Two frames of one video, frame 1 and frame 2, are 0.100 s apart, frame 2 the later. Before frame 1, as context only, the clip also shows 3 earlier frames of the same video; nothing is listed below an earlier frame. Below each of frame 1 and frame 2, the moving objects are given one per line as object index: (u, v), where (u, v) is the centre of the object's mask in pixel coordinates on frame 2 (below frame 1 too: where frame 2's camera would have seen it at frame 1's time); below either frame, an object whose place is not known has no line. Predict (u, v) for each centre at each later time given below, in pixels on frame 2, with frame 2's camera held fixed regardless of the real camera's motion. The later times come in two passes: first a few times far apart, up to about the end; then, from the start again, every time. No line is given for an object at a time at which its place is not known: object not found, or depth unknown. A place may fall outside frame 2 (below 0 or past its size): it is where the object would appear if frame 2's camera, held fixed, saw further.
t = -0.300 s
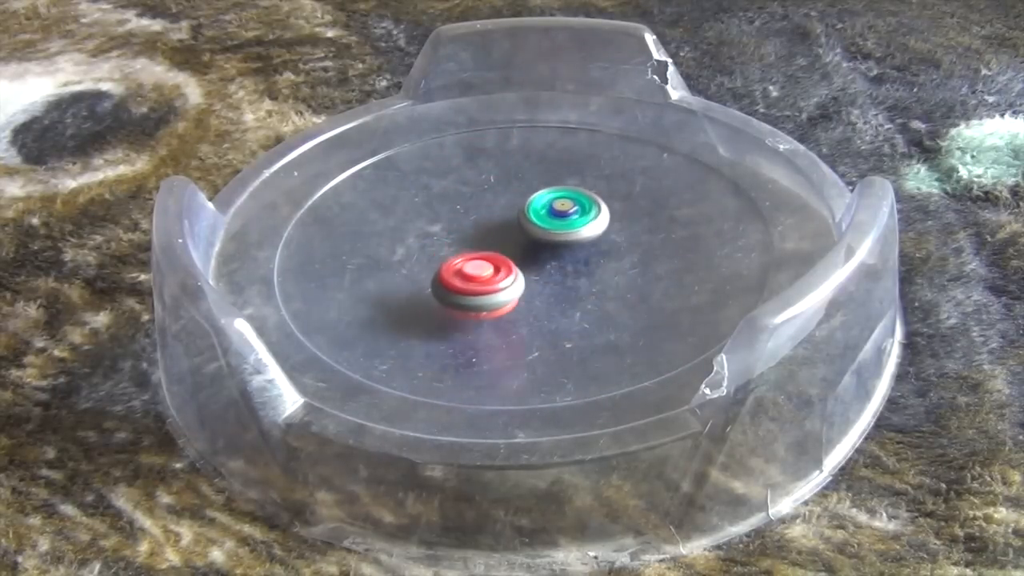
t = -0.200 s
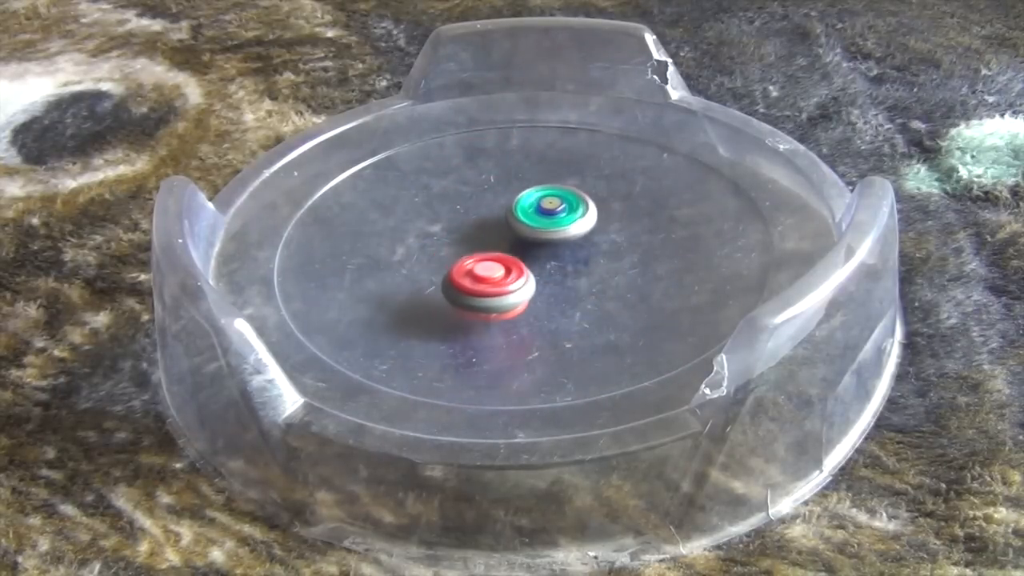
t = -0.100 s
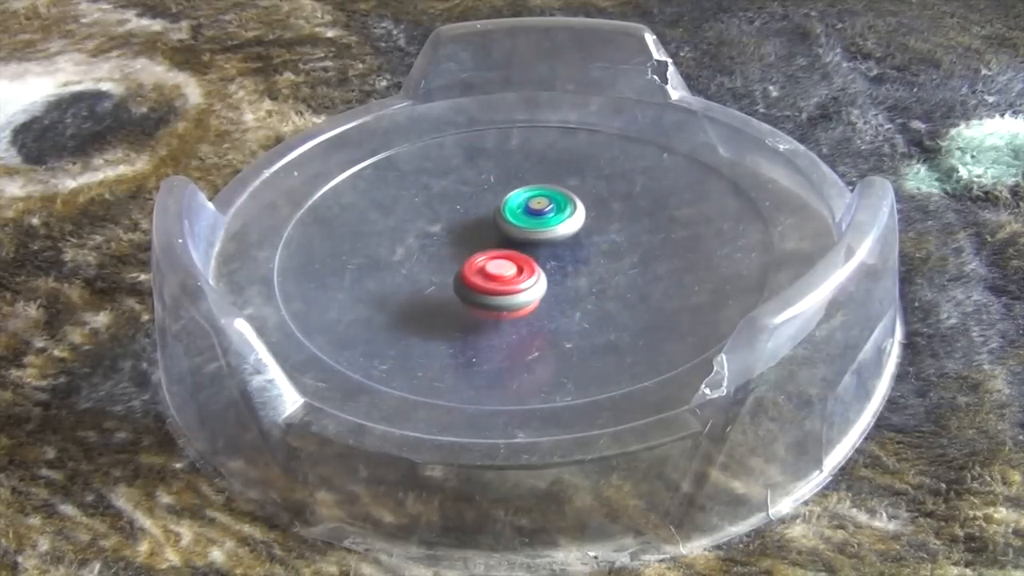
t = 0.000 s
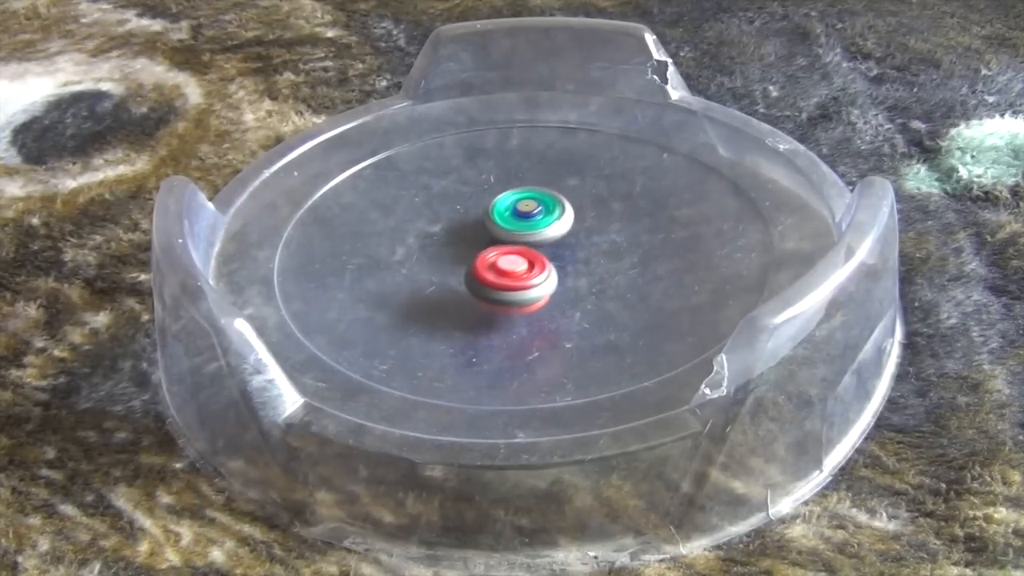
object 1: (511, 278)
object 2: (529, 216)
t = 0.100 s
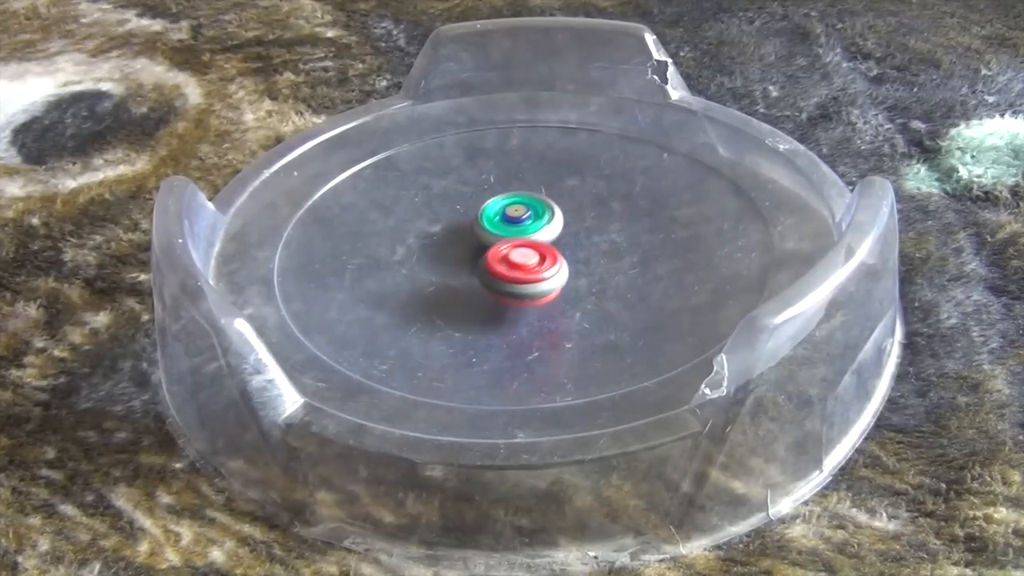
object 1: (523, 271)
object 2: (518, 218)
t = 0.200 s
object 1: (533, 288)
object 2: (509, 210)
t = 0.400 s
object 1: (563, 284)
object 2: (497, 224)
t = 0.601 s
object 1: (573, 271)
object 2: (498, 242)
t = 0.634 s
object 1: (579, 269)
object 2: (498, 244)
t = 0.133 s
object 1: (526, 272)
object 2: (515, 218)
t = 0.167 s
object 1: (529, 283)
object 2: (512, 213)
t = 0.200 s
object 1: (533, 288)
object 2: (509, 210)
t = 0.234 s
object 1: (539, 289)
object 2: (507, 209)
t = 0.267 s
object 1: (545, 289)
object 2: (505, 211)
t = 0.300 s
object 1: (550, 288)
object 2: (502, 214)
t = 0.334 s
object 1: (555, 287)
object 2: (500, 217)
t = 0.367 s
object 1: (559, 286)
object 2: (499, 220)
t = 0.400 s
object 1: (563, 284)
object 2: (497, 224)
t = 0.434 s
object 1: (566, 282)
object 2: (496, 227)
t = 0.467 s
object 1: (568, 280)
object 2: (495, 231)
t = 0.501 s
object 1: (570, 278)
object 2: (496, 234)
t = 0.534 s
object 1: (572, 276)
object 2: (496, 237)
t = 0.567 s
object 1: (572, 273)
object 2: (497, 240)
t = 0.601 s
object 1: (573, 271)
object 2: (498, 242)
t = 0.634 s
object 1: (579, 269)
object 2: (498, 244)
